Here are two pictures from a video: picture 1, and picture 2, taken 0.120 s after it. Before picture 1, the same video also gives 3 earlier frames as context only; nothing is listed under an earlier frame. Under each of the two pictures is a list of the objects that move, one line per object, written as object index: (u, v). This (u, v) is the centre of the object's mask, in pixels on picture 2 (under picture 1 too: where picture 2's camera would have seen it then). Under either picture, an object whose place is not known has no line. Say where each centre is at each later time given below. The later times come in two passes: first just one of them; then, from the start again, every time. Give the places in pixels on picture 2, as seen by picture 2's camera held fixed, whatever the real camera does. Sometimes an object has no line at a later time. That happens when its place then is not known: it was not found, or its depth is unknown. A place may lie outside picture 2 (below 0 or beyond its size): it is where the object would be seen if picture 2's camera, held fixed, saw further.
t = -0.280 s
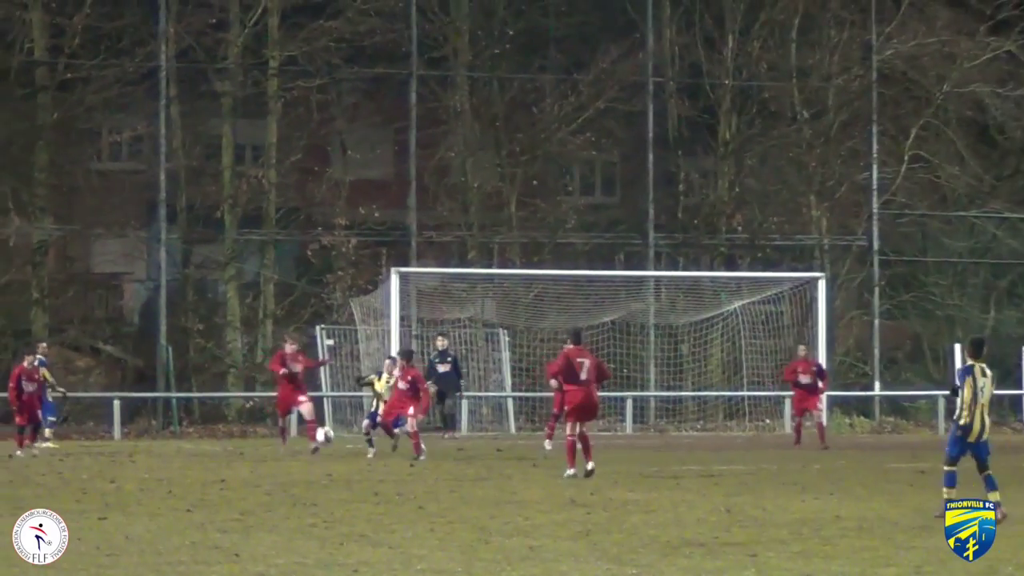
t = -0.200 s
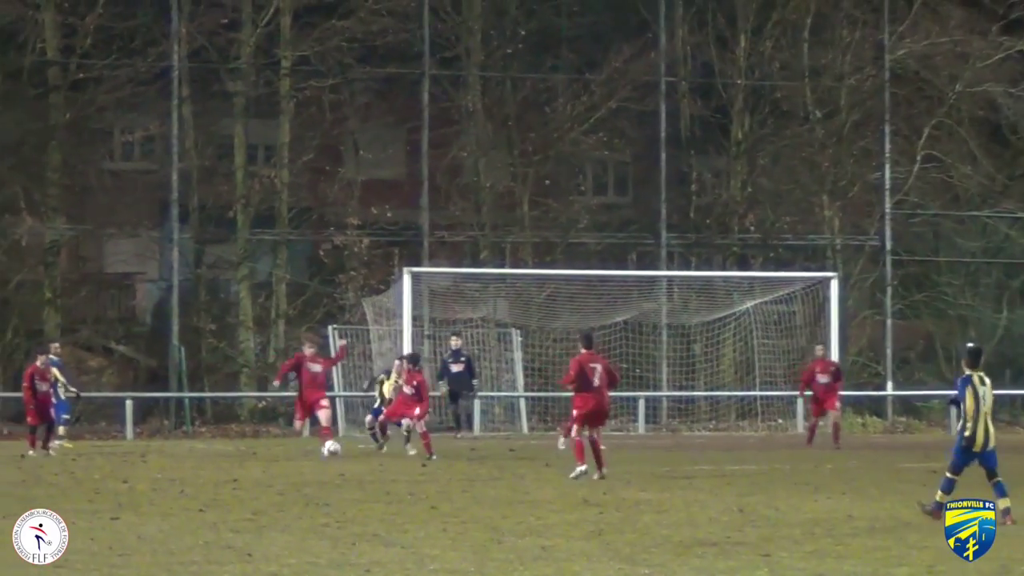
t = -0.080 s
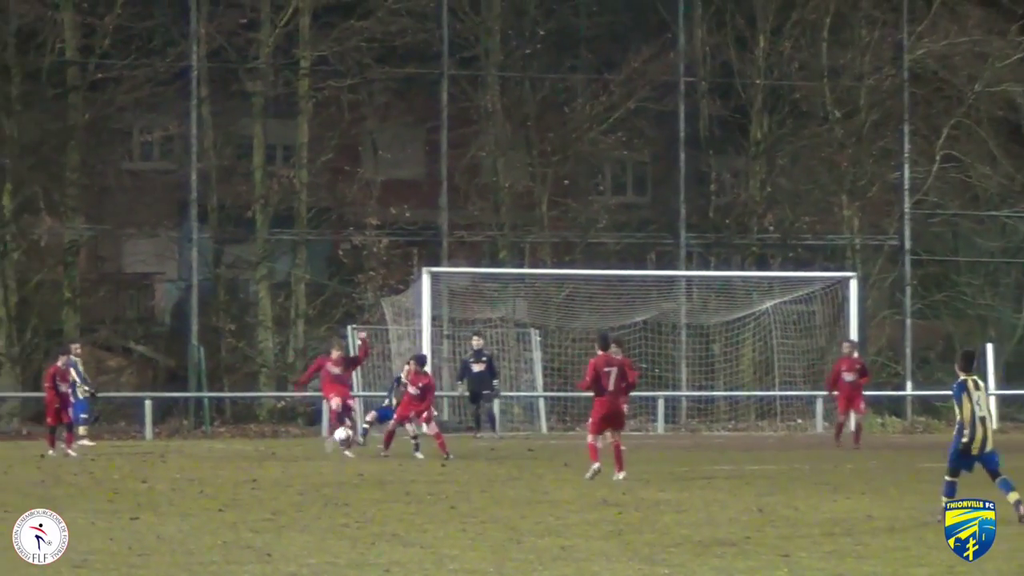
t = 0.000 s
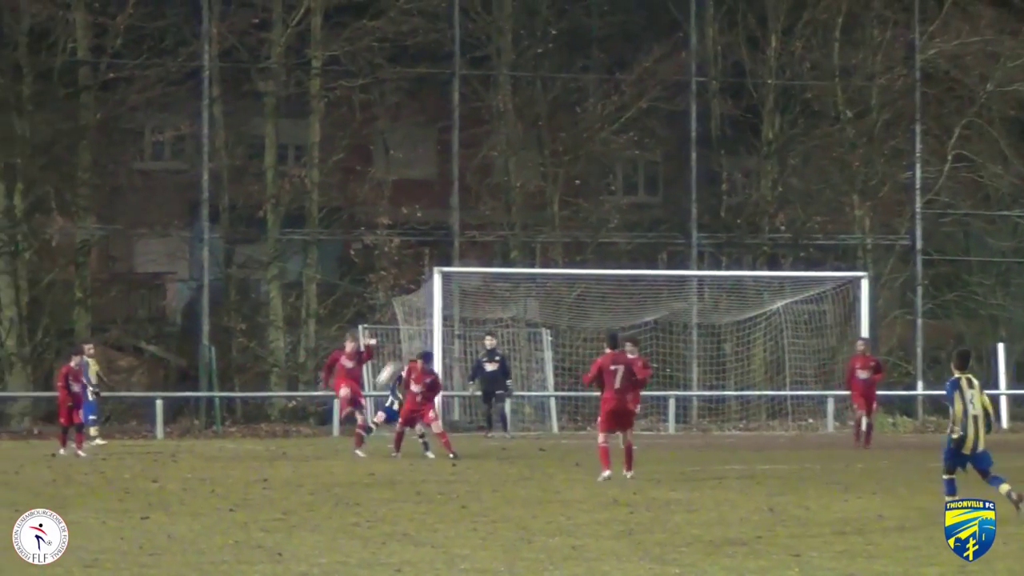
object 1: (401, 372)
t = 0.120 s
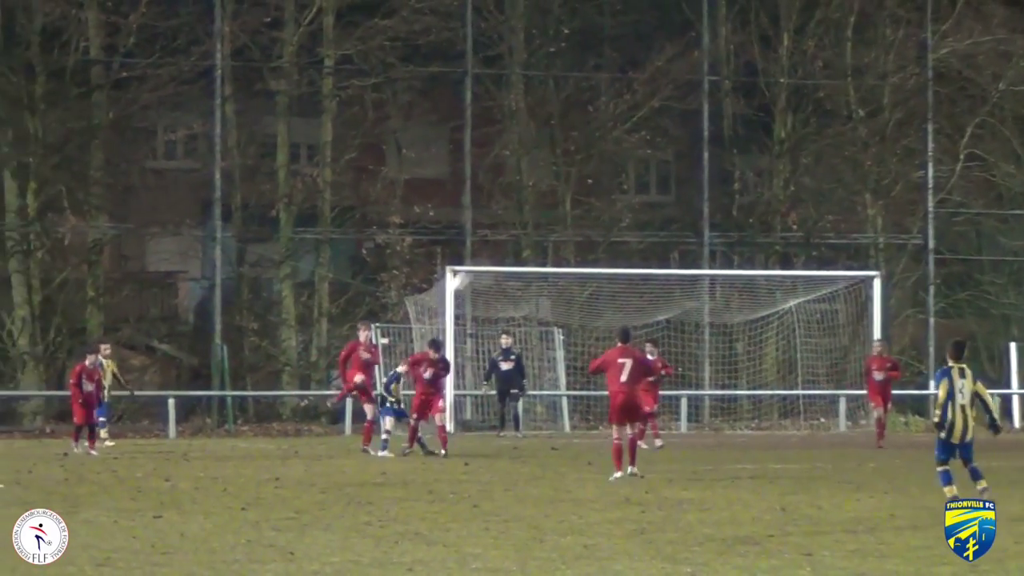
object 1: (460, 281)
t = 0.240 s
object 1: (520, 205)
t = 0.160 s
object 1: (479, 256)
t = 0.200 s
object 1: (499, 230)
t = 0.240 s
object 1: (520, 205)
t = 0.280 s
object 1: (541, 180)
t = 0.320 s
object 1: (562, 158)
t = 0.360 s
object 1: (584, 135)
